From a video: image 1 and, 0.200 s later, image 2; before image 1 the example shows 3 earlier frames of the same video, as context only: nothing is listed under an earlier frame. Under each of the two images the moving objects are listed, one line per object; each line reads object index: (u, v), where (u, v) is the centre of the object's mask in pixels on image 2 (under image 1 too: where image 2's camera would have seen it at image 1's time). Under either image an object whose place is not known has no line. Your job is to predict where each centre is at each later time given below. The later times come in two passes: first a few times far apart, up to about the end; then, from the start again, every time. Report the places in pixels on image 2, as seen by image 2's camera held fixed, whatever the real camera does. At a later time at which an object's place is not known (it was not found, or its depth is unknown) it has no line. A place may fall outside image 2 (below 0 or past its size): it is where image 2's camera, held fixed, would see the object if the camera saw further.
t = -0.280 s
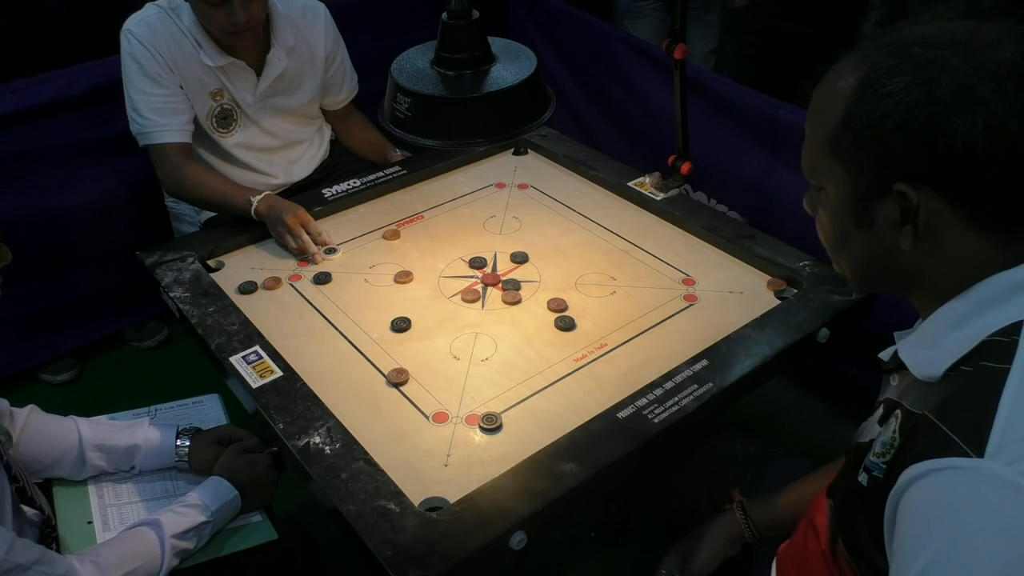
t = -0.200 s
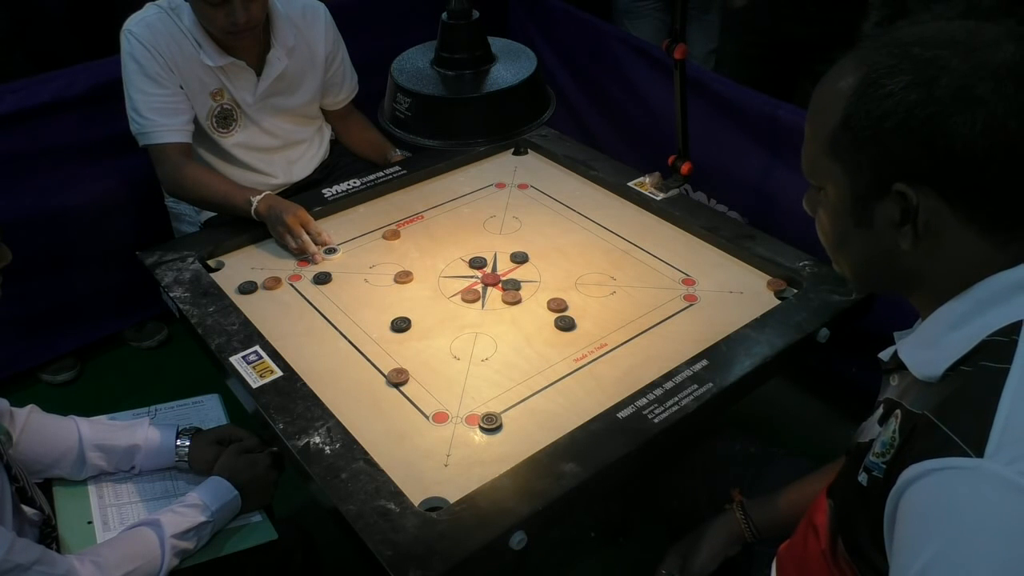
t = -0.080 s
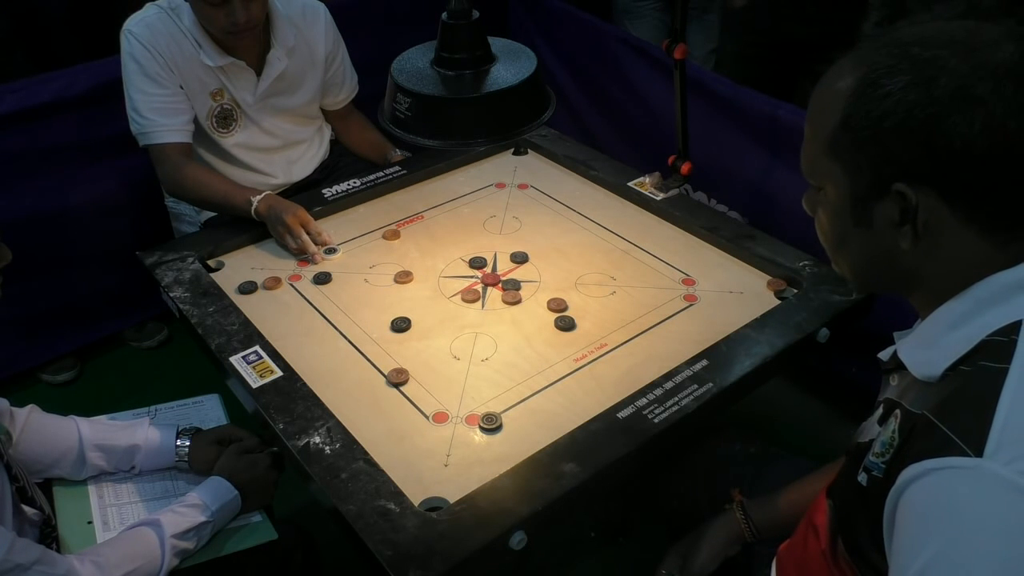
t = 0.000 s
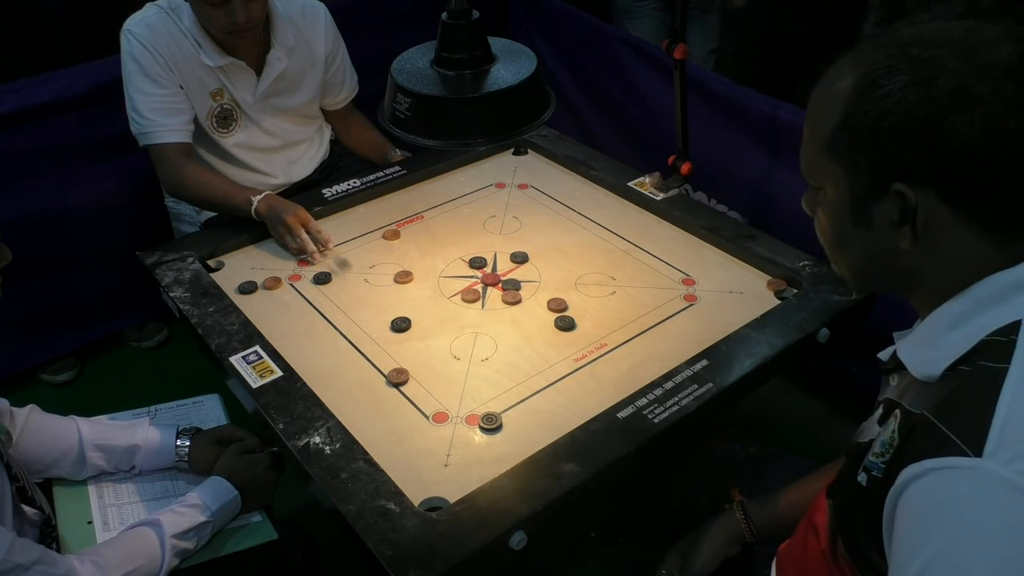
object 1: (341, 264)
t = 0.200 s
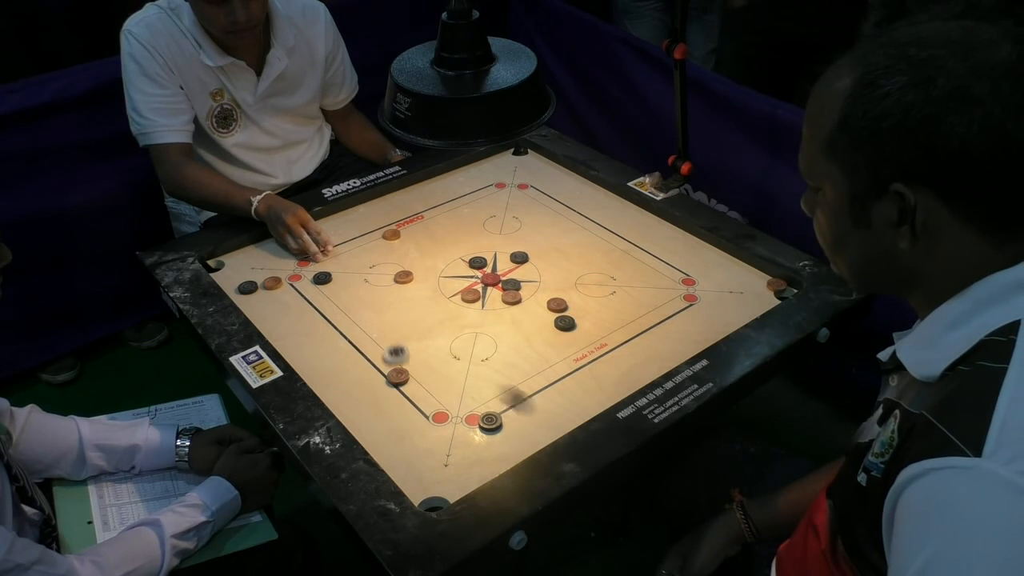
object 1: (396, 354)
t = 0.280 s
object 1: (403, 370)
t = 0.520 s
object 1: (410, 387)
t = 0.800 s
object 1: (410, 388)
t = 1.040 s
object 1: (410, 388)
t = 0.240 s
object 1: (400, 364)
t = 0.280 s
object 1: (403, 370)
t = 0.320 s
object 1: (405, 375)
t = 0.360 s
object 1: (407, 379)
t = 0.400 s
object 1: (409, 383)
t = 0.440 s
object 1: (409, 385)
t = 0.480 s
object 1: (410, 387)
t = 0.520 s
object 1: (410, 387)
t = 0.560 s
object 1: (410, 388)
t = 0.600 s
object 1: (410, 388)
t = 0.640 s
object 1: (410, 388)
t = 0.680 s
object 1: (410, 388)
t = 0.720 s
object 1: (410, 388)
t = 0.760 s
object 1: (410, 388)
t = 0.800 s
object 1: (410, 388)
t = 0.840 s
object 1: (410, 388)
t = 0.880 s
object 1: (410, 388)
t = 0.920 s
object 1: (410, 388)
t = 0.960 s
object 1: (410, 388)
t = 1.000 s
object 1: (410, 388)
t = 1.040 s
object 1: (410, 388)
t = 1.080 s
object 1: (410, 388)
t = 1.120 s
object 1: (410, 388)
